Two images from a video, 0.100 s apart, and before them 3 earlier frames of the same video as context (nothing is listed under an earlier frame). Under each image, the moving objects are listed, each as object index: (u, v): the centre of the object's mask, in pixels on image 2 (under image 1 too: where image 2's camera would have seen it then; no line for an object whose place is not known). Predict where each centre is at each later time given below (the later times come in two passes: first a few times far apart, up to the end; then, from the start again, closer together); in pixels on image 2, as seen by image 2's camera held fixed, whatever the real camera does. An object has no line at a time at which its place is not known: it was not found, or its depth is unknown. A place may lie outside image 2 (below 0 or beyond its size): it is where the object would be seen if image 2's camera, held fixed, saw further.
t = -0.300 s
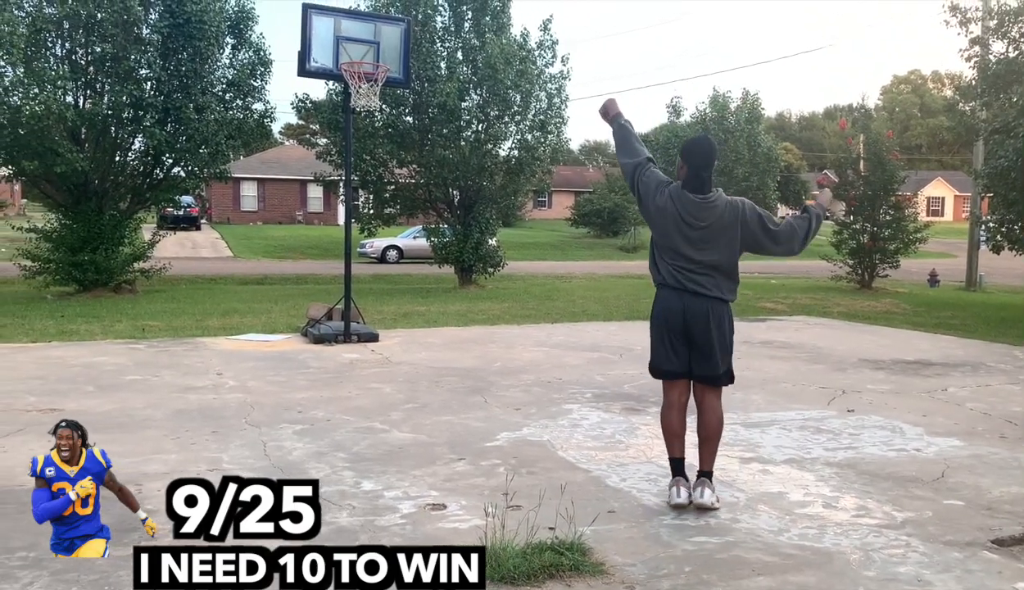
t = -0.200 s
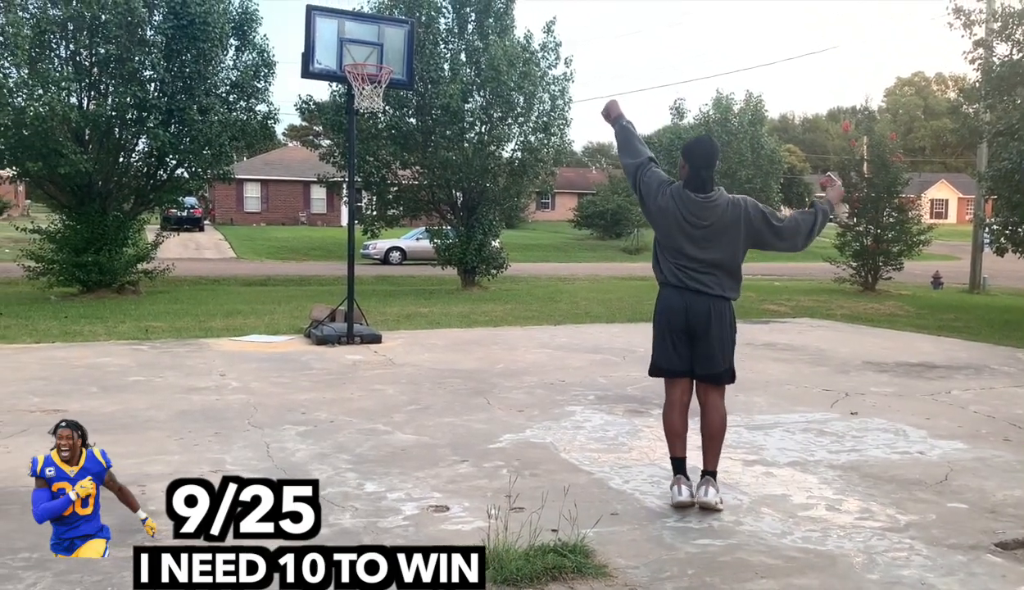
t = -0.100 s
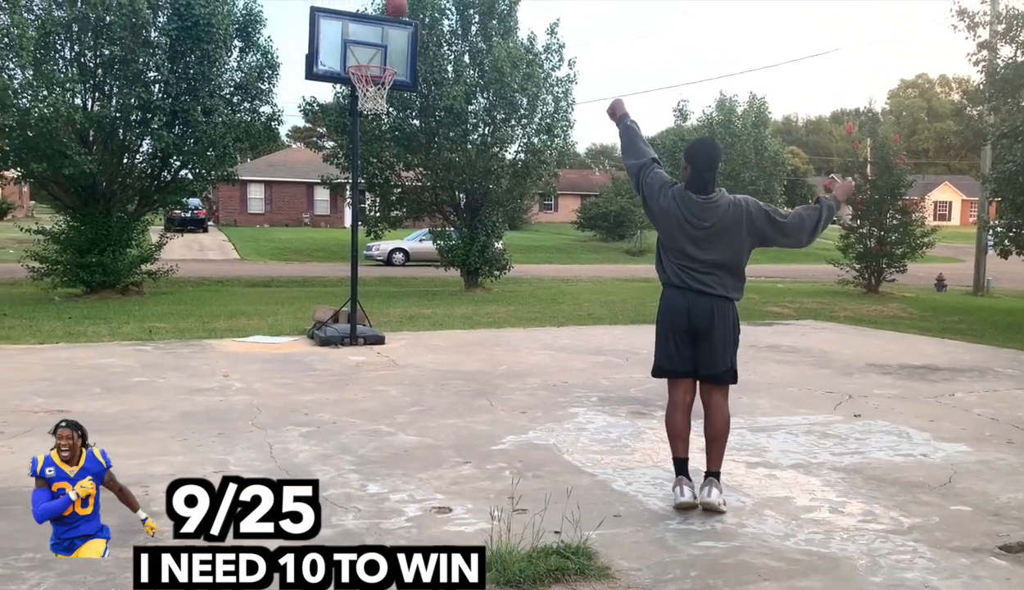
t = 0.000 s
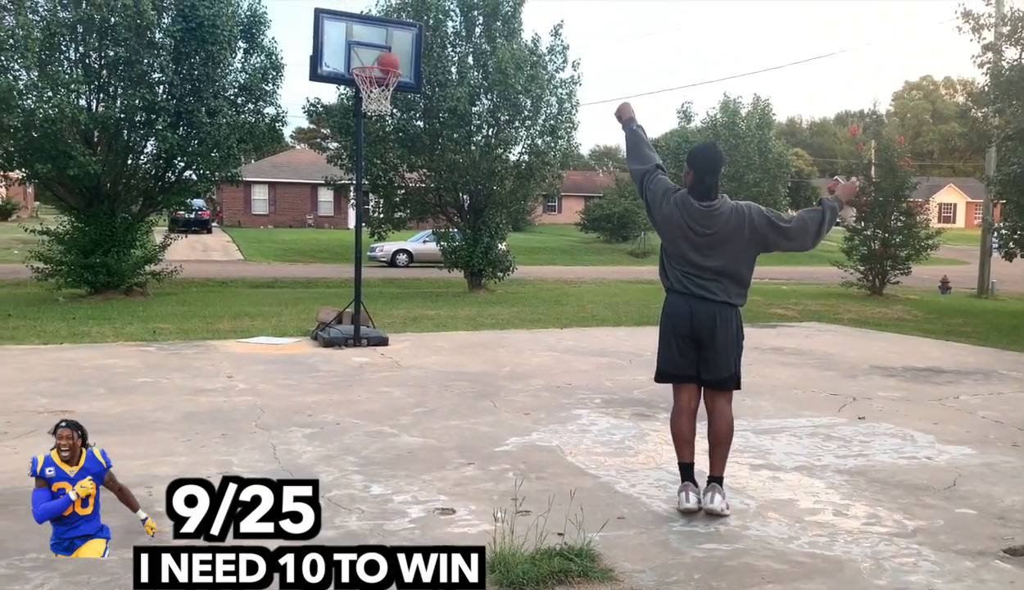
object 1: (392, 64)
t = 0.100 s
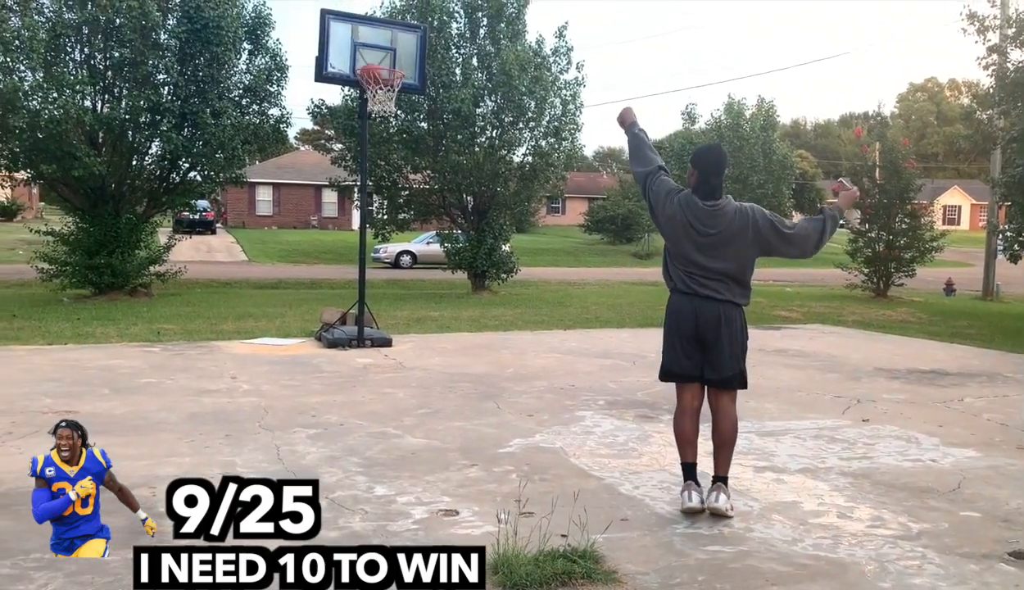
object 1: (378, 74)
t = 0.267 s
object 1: (392, 84)
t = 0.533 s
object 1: (374, 115)
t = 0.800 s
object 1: (357, 170)
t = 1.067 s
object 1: (340, 296)
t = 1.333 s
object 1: (330, 271)
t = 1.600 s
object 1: (324, 198)
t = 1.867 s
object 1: (314, 194)
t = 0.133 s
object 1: (379, 76)
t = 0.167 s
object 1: (383, 78)
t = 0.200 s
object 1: (389, 81)
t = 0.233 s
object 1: (394, 82)
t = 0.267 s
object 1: (392, 84)
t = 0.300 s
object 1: (391, 86)
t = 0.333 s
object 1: (391, 96)
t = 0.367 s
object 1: (389, 98)
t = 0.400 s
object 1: (389, 102)
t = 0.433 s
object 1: (383, 102)
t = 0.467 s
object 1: (377, 113)
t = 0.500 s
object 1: (378, 110)
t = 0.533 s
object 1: (374, 115)
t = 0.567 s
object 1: (371, 116)
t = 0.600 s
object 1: (370, 120)
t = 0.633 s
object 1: (367, 127)
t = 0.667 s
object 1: (365, 133)
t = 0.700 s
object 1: (363, 141)
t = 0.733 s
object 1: (361, 150)
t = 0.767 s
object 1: (359, 160)
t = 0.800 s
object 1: (357, 170)
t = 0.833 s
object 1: (354, 183)
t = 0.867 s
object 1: (352, 196)
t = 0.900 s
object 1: (350, 210)
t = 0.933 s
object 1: (349, 227)
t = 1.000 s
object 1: (344, 259)
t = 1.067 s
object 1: (340, 296)
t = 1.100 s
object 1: (337, 316)
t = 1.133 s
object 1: (336, 338)
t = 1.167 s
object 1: (333, 346)
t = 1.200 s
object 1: (333, 332)
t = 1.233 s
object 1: (332, 314)
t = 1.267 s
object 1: (332, 298)
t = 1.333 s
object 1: (330, 271)
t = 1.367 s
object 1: (329, 258)
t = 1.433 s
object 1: (327, 236)
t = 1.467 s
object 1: (327, 226)
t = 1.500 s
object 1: (326, 218)
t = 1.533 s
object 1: (325, 210)
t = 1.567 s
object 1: (324, 203)
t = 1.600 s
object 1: (324, 198)
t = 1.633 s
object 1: (322, 194)
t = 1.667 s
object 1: (321, 191)
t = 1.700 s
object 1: (320, 188)
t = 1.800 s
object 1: (316, 189)
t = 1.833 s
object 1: (315, 191)
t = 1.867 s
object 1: (314, 194)
